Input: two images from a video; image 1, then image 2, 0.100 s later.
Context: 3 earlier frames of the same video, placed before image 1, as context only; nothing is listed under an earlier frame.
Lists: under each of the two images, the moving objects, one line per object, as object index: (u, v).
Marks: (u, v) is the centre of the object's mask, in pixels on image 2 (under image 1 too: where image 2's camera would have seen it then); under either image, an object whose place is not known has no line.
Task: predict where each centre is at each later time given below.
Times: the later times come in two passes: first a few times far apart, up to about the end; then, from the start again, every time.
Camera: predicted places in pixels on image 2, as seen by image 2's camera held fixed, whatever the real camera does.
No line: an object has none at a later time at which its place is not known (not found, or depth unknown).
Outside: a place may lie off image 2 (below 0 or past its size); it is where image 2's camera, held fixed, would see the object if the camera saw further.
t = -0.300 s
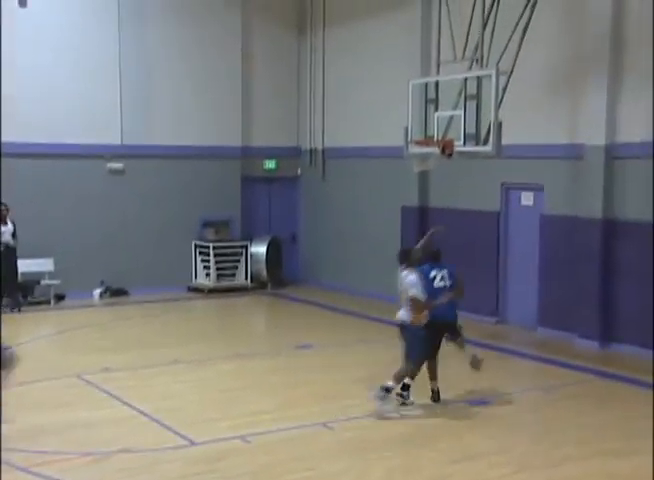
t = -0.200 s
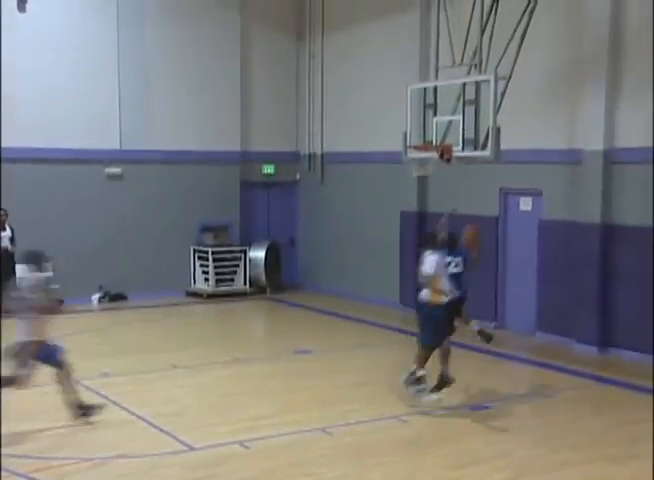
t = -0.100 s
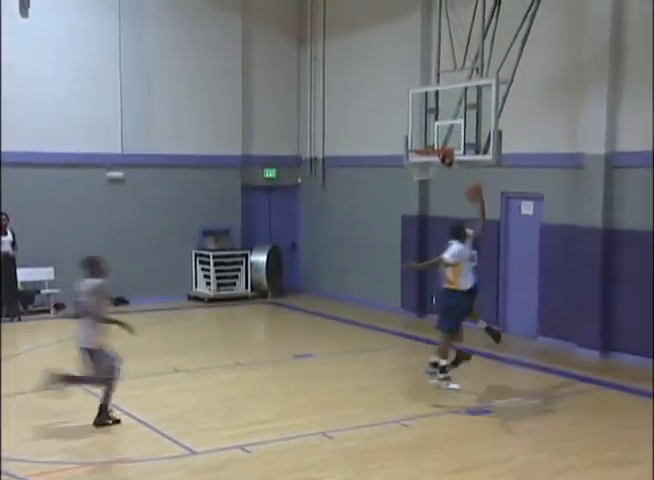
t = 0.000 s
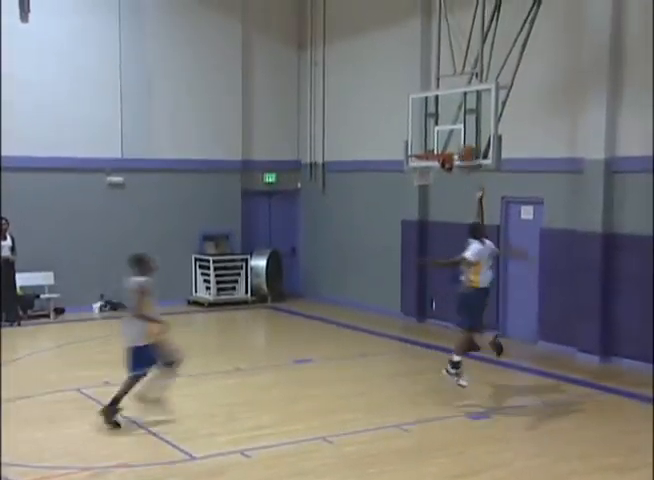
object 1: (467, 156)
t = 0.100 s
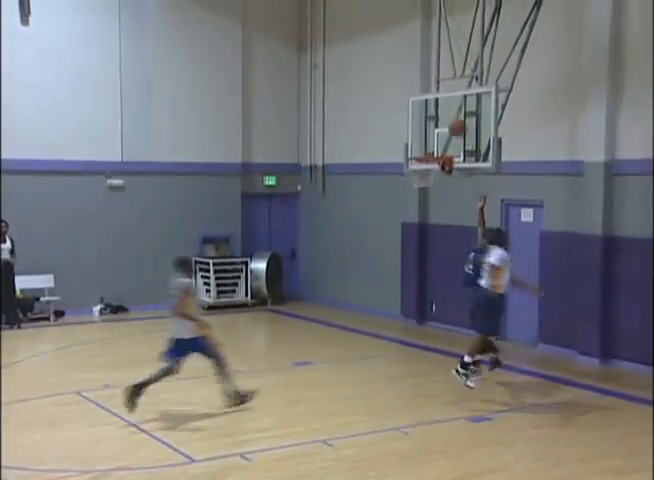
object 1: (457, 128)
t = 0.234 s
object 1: (440, 106)
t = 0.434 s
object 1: (414, 99)
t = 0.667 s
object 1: (384, 126)
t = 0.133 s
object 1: (453, 120)
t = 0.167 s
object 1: (449, 116)
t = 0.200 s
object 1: (445, 111)
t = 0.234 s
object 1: (440, 106)
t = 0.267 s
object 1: (436, 103)
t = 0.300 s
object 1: (431, 102)
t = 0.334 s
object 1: (426, 100)
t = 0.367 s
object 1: (422, 98)
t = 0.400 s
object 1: (418, 98)
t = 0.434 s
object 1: (414, 99)
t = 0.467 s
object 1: (409, 101)
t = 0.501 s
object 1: (405, 103)
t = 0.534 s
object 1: (401, 106)
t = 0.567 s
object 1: (396, 110)
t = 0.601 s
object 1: (392, 115)
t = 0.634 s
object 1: (388, 120)
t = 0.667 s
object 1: (384, 126)
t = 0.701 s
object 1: (380, 133)
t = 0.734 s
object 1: (376, 140)
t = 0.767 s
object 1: (372, 149)
